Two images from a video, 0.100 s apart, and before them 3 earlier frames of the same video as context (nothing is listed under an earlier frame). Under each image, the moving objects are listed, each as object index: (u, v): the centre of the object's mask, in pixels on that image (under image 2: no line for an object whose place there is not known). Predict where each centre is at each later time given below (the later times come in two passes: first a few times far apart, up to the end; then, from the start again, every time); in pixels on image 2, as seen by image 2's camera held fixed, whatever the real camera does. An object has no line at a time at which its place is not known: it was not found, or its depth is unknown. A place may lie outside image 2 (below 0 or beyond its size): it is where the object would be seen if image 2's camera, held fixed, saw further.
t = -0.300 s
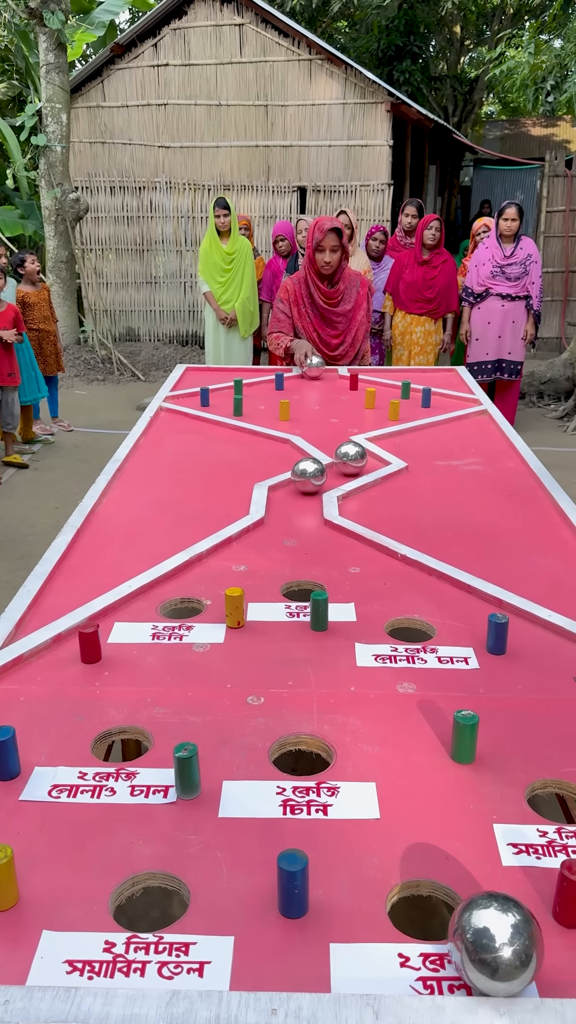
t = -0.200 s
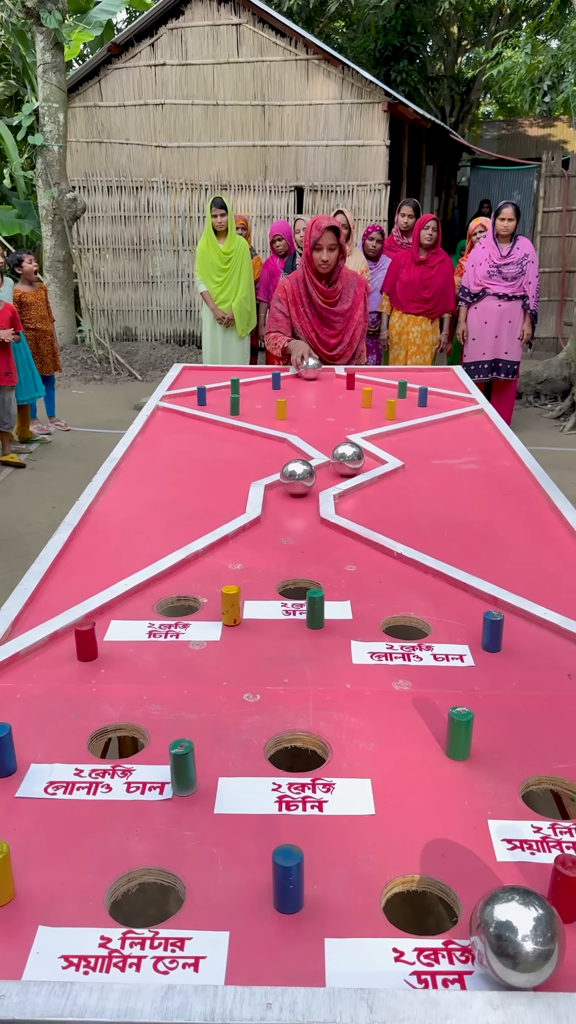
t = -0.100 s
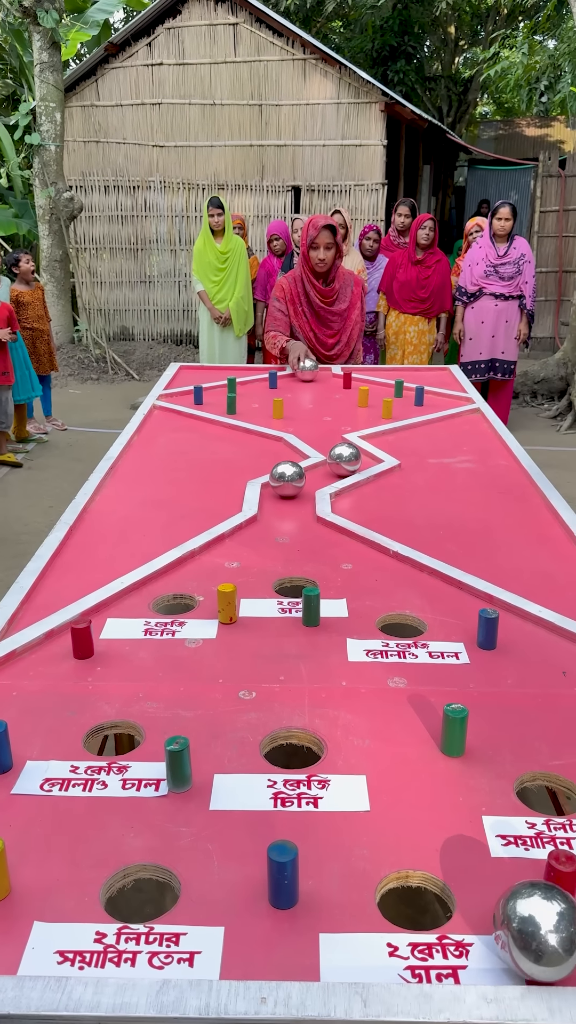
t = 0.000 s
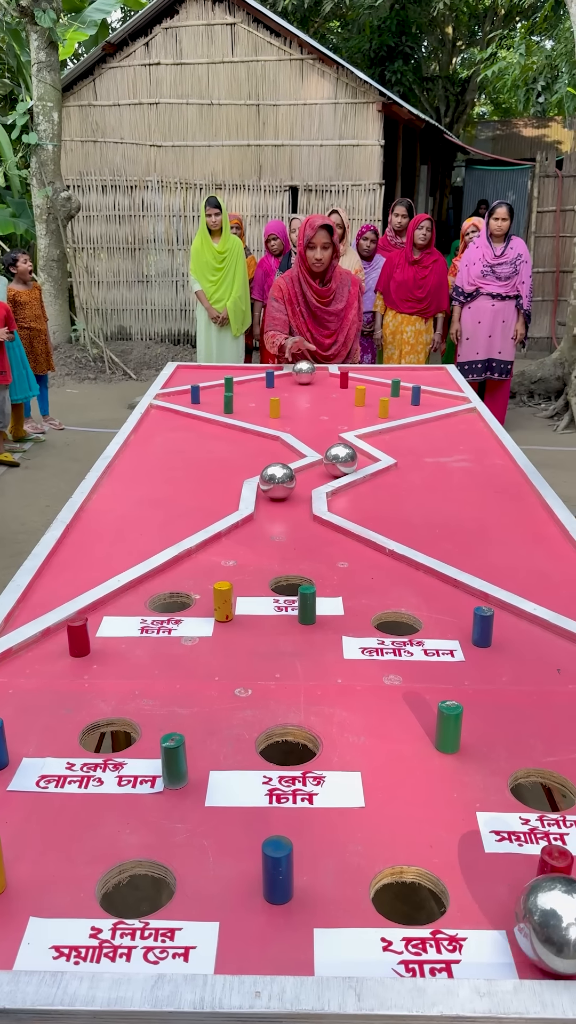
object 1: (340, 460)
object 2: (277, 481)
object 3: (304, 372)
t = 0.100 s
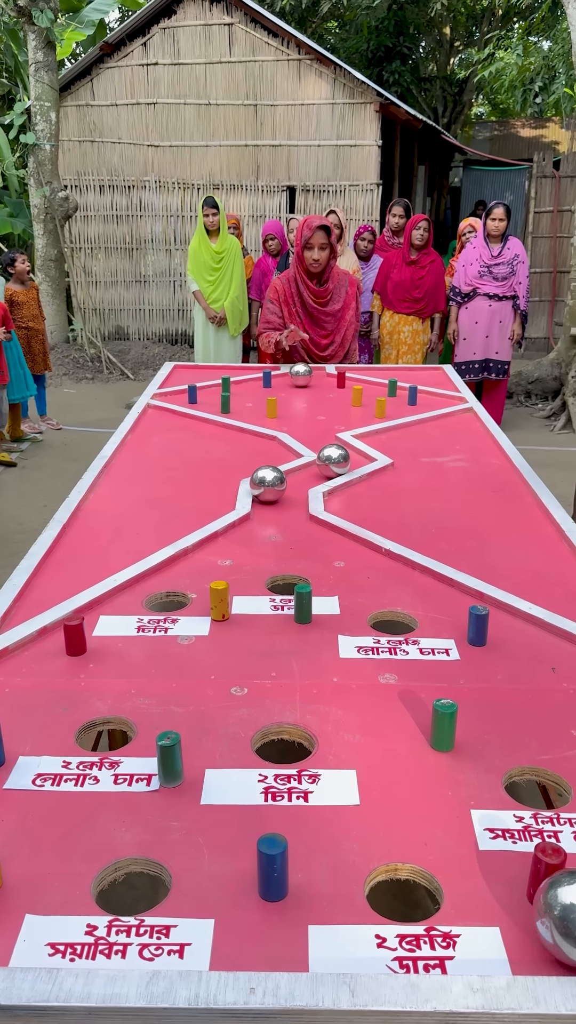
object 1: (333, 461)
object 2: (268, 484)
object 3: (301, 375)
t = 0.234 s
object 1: (327, 463)
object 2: (268, 488)
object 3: (300, 378)
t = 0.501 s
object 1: (315, 467)
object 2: (266, 499)
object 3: (300, 387)
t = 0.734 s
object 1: (304, 472)
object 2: (265, 512)
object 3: (300, 395)
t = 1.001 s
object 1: (290, 479)
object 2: (263, 528)
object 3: (296, 405)
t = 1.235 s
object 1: (276, 487)
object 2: (260, 544)
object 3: (292, 415)
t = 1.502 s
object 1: (266, 497)
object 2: (254, 569)
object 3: (298, 423)
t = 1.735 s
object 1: (264, 508)
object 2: (259, 590)
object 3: (317, 429)
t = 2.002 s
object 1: (261, 523)
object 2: (263, 606)
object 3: (338, 437)
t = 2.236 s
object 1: (258, 539)
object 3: (353, 444)
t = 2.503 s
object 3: (357, 452)
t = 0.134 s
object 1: (332, 461)
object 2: (268, 485)
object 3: (301, 376)
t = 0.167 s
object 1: (330, 462)
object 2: (268, 486)
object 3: (301, 377)
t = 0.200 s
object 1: (329, 462)
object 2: (268, 487)
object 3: (300, 377)
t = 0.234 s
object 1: (327, 463)
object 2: (268, 488)
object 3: (300, 378)
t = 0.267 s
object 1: (326, 463)
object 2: (268, 489)
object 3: (300, 379)
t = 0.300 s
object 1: (325, 464)
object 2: (267, 490)
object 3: (300, 380)
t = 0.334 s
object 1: (323, 464)
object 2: (267, 492)
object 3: (300, 381)
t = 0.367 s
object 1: (322, 465)
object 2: (267, 493)
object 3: (300, 382)
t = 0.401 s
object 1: (320, 465)
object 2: (267, 494)
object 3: (300, 383)
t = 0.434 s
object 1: (318, 466)
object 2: (266, 496)
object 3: (300, 384)
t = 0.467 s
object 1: (317, 466)
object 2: (266, 497)
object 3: (300, 385)
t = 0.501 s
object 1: (315, 467)
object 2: (266, 499)
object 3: (300, 387)
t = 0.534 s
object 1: (314, 468)
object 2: (266, 500)
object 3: (300, 388)
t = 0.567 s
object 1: (312, 468)
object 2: (266, 502)
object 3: (300, 389)
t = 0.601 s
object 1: (310, 469)
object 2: (266, 504)
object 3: (300, 390)
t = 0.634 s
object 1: (309, 470)
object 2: (266, 506)
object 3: (300, 391)
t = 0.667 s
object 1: (307, 470)
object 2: (266, 508)
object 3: (300, 392)
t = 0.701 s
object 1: (305, 471)
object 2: (265, 510)
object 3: (300, 394)
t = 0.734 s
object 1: (304, 472)
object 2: (265, 512)
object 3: (300, 395)
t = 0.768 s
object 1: (302, 473)
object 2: (265, 514)
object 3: (299, 396)
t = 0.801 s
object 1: (300, 474)
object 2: (265, 516)
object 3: (299, 397)
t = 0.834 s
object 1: (299, 474)
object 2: (265, 518)
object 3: (298, 398)
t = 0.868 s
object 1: (297, 475)
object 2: (264, 520)
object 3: (298, 400)
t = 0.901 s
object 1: (295, 476)
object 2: (264, 522)
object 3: (297, 401)
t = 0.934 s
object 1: (293, 477)
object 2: (264, 524)
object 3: (297, 402)
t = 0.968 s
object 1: (291, 478)
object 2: (264, 526)
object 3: (296, 403)
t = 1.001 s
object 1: (290, 479)
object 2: (263, 528)
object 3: (296, 405)
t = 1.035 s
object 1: (288, 480)
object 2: (263, 531)
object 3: (295, 406)
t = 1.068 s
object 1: (286, 481)
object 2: (263, 533)
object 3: (295, 408)
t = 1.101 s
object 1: (284, 482)
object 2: (262, 535)
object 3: (294, 409)
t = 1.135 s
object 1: (282, 483)
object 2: (262, 537)
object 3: (294, 411)
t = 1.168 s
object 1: (280, 484)
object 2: (261, 540)
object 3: (293, 412)
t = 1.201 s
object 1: (278, 485)
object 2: (261, 542)
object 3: (292, 413)
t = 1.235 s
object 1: (276, 487)
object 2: (260, 544)
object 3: (292, 415)
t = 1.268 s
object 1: (275, 488)
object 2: (260, 547)
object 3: (291, 416)
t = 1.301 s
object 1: (273, 489)
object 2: (259, 550)
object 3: (291, 418)
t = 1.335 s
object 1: (271, 490)
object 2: (258, 553)
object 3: (290, 419)
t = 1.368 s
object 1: (269, 492)
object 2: (257, 556)
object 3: (290, 421)
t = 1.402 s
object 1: (267, 493)
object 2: (256, 559)
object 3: (291, 420)
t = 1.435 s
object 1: (266, 494)
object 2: (256, 562)
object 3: (293, 420)
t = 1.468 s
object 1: (266, 496)
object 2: (255, 566)
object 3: (295, 422)
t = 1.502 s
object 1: (266, 497)
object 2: (254, 569)
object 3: (298, 423)
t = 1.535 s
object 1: (266, 499)
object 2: (253, 573)
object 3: (301, 425)
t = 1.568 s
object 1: (266, 500)
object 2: (252, 576)
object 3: (304, 426)
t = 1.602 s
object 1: (266, 502)
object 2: (252, 580)
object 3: (306, 426)
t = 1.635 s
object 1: (265, 503)
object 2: (251, 582)
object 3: (309, 427)
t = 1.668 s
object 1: (265, 505)
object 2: (251, 586)
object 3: (312, 428)
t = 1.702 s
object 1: (265, 507)
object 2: (255, 588)
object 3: (315, 429)
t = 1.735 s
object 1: (264, 508)
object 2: (259, 590)
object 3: (317, 429)
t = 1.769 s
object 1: (264, 510)
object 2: (263, 592)
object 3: (320, 430)
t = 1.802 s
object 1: (264, 512)
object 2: (267, 595)
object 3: (323, 431)
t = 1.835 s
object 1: (263, 513)
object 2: (267, 596)
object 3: (325, 432)
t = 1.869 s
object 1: (263, 515)
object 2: (265, 598)
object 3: (328, 433)
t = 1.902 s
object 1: (262, 517)
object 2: (264, 600)
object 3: (330, 434)
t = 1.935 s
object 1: (262, 519)
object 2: (264, 602)
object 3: (333, 435)
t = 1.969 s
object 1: (262, 521)
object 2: (263, 604)
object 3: (336, 436)
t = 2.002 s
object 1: (261, 523)
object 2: (263, 606)
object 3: (338, 437)
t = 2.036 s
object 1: (261, 525)
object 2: (262, 607)
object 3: (341, 438)
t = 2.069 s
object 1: (260, 528)
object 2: (262, 610)
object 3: (344, 438)
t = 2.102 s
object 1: (260, 530)
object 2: (261, 612)
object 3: (346, 439)
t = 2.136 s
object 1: (259, 532)
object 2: (261, 614)
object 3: (347, 441)
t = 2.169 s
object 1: (259, 534)
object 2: (261, 617)
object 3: (349, 442)
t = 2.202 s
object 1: (258, 537)
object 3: (351, 443)
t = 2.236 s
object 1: (258, 539)
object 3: (353, 444)
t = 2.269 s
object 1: (257, 542)
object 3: (355, 446)
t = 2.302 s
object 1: (257, 544)
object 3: (356, 447)
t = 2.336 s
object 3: (359, 448)
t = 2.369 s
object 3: (360, 449)
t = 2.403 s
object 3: (361, 450)
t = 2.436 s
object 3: (361, 450)
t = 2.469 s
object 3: (359, 451)
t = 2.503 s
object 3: (357, 452)
